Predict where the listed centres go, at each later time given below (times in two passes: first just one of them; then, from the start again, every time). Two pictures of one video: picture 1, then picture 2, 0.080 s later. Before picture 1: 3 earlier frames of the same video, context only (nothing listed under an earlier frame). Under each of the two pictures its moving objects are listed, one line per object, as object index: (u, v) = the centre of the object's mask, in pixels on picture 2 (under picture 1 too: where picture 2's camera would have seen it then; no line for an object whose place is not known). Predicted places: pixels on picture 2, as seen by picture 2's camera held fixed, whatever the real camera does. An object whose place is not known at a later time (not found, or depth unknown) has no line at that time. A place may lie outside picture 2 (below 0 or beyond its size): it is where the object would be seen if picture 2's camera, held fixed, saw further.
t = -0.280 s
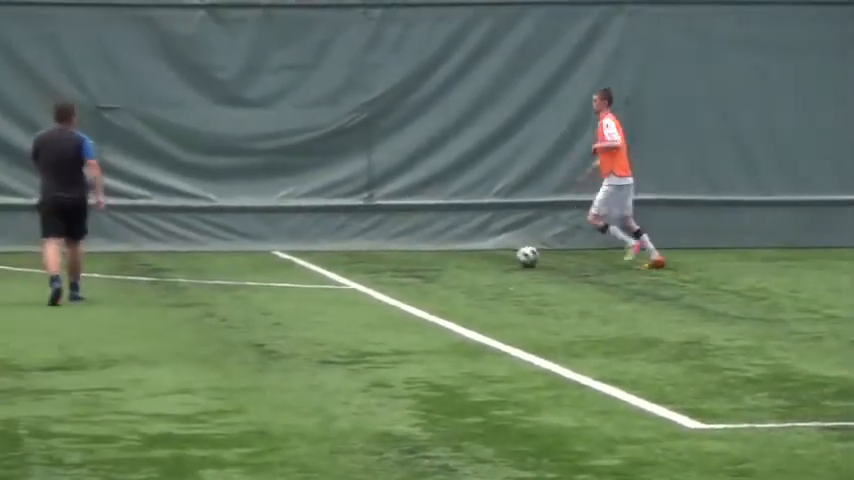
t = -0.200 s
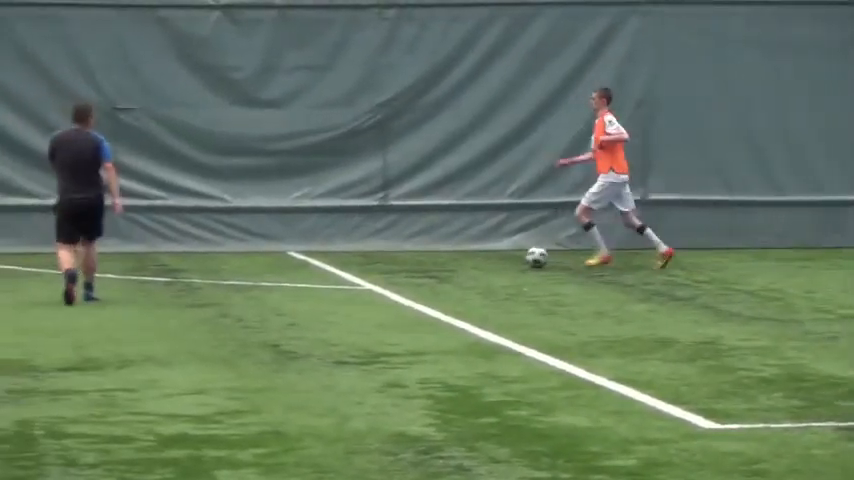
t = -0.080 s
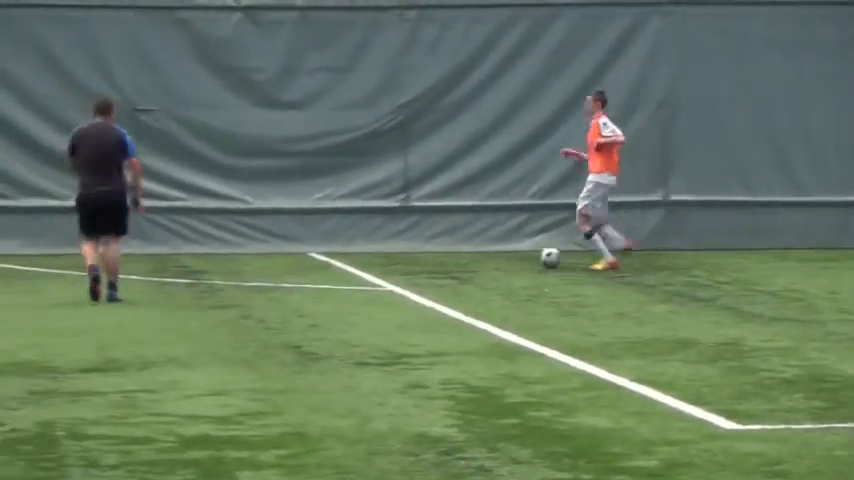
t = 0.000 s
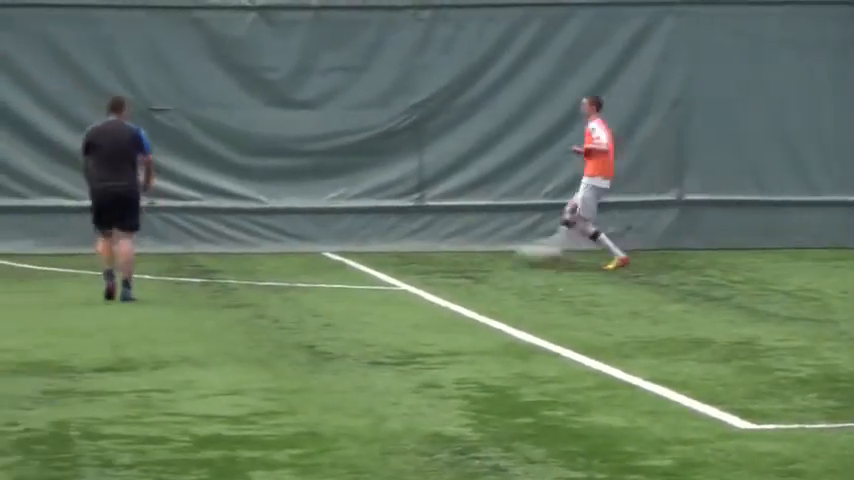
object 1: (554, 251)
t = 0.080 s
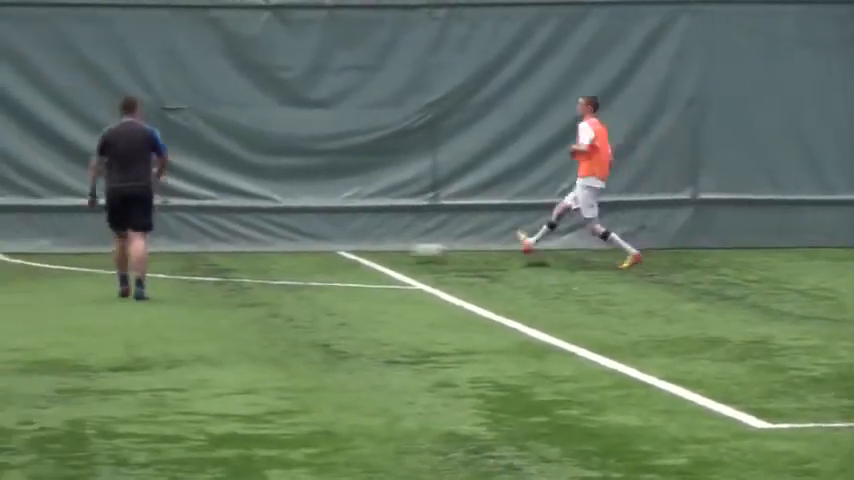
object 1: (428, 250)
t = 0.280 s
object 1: (157, 247)
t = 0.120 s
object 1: (368, 250)
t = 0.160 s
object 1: (311, 250)
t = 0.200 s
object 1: (258, 251)
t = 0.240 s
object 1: (205, 250)
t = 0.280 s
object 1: (157, 247)
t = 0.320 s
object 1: (106, 247)
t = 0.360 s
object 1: (60, 250)
